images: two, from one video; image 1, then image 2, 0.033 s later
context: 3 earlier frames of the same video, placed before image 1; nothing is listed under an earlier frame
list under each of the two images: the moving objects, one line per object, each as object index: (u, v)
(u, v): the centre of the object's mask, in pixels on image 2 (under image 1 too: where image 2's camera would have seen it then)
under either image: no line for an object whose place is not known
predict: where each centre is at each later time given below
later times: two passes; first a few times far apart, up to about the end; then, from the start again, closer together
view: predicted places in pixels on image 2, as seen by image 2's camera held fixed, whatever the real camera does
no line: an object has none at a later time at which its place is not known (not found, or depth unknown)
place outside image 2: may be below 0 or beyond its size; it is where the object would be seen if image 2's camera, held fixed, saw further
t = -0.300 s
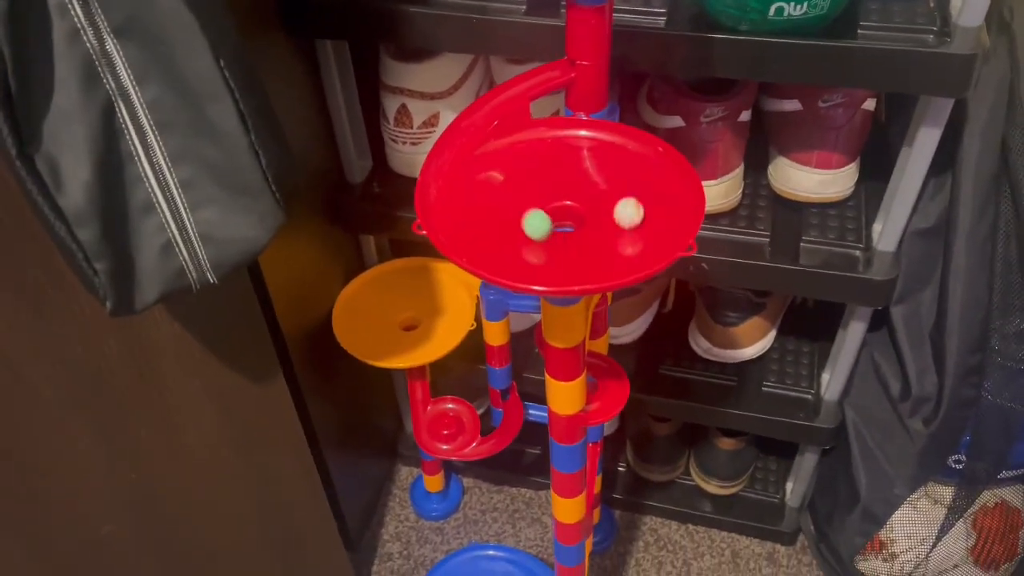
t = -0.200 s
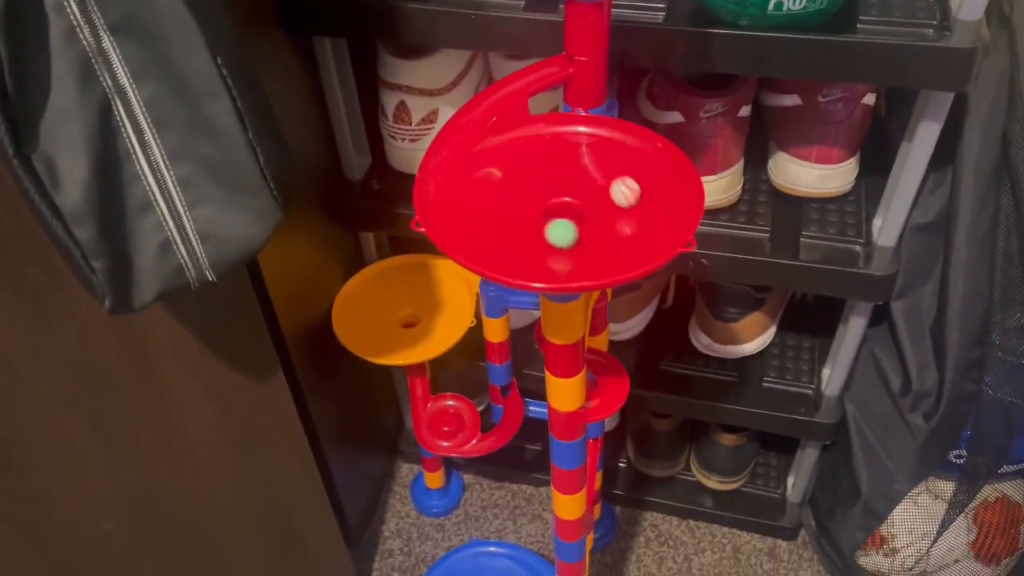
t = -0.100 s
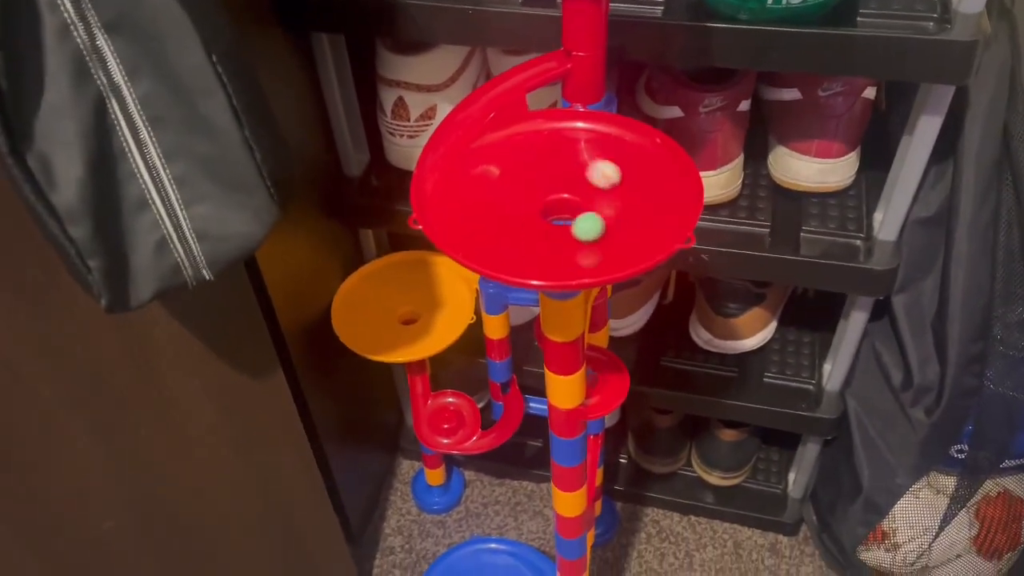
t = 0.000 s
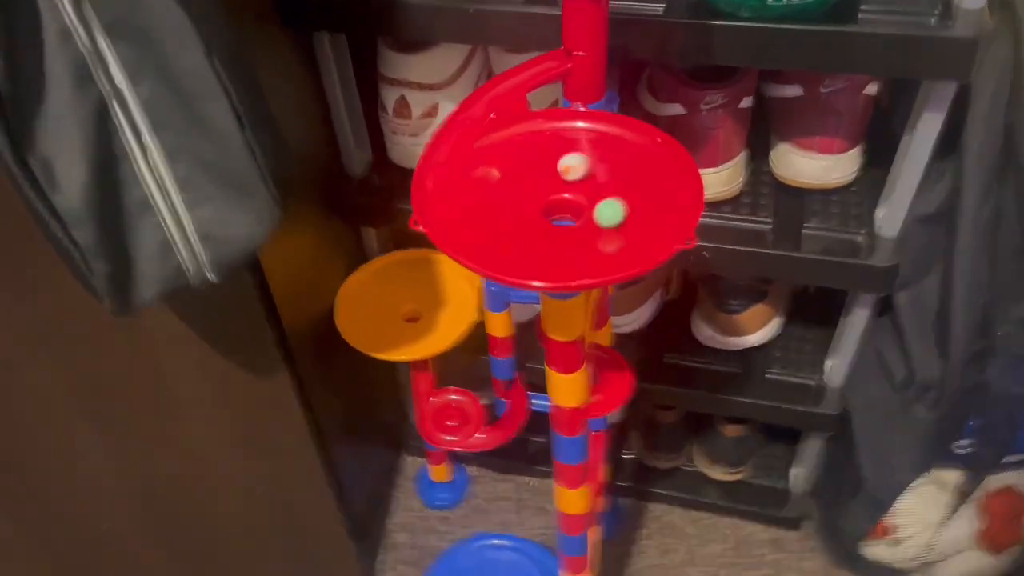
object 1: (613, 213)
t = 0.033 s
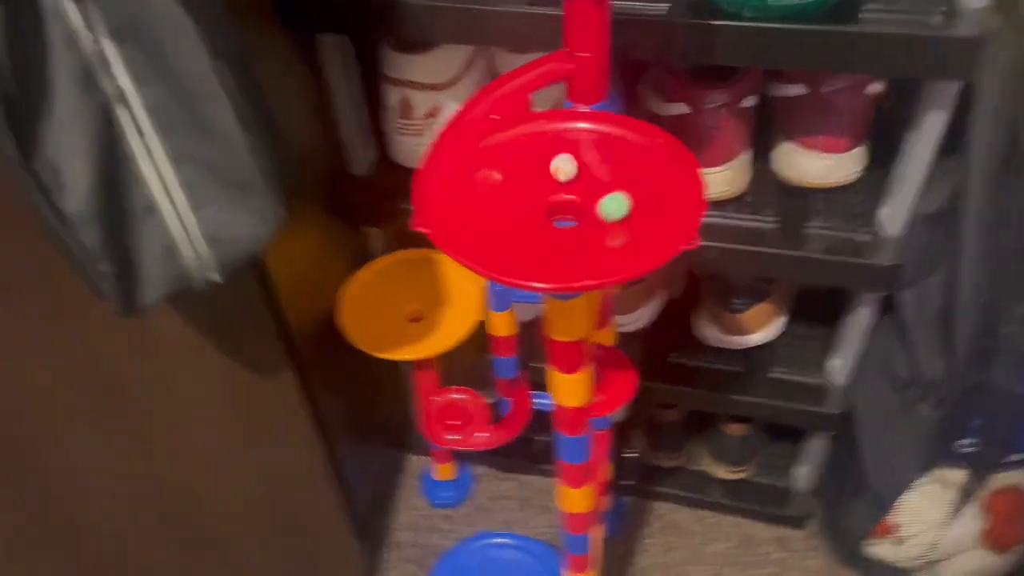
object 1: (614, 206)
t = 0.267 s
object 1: (582, 163)
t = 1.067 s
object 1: (617, 188)
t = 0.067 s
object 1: (615, 198)
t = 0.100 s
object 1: (614, 188)
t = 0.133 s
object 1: (609, 180)
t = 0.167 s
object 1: (604, 176)
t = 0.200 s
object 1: (598, 170)
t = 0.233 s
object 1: (591, 167)
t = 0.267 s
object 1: (582, 163)
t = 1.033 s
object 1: (620, 194)
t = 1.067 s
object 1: (617, 188)
